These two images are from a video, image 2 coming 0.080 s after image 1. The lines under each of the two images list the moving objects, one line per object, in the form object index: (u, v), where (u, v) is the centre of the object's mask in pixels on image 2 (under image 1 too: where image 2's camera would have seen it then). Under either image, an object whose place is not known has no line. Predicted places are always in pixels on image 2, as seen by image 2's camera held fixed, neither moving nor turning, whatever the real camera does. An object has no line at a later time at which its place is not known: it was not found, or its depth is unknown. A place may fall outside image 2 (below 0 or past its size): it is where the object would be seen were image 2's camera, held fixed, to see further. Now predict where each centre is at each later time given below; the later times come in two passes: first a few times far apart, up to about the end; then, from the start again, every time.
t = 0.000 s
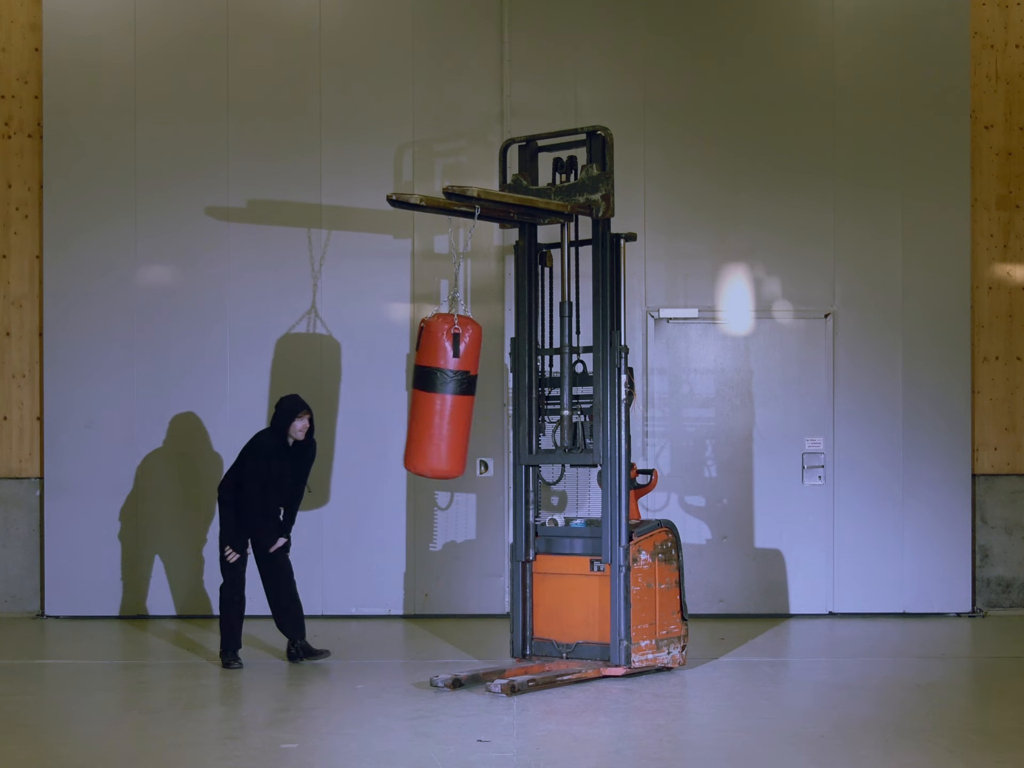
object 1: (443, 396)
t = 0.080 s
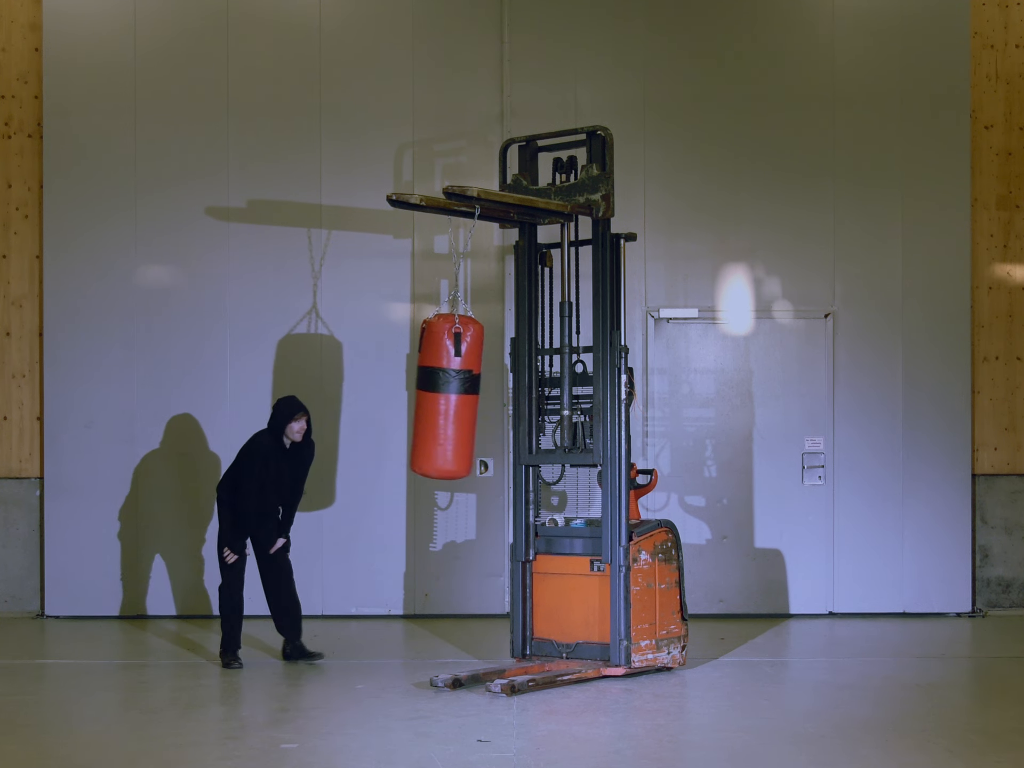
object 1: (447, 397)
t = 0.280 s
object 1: (458, 397)
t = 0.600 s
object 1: (476, 396)
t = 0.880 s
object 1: (489, 396)
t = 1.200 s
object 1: (496, 394)
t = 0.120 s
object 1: (449, 397)
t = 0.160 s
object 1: (451, 397)
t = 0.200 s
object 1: (453, 397)
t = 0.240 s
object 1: (456, 397)
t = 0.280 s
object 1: (458, 397)
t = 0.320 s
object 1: (460, 397)
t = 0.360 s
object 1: (463, 397)
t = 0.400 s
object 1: (465, 397)
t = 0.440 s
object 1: (467, 397)
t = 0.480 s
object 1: (469, 397)
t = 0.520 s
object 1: (472, 396)
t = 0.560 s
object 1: (474, 396)
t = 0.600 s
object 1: (476, 396)
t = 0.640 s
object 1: (478, 396)
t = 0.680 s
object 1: (480, 396)
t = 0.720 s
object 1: (482, 396)
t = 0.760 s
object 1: (484, 396)
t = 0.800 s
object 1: (486, 396)
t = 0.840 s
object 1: (487, 396)
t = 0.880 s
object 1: (489, 396)
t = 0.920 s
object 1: (490, 395)
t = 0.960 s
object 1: (492, 395)
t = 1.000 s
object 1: (493, 395)
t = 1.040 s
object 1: (494, 395)
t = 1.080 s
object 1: (495, 394)
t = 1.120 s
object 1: (495, 394)
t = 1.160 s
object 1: (496, 394)
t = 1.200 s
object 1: (496, 394)
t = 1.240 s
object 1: (496, 394)
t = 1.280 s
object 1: (497, 394)
